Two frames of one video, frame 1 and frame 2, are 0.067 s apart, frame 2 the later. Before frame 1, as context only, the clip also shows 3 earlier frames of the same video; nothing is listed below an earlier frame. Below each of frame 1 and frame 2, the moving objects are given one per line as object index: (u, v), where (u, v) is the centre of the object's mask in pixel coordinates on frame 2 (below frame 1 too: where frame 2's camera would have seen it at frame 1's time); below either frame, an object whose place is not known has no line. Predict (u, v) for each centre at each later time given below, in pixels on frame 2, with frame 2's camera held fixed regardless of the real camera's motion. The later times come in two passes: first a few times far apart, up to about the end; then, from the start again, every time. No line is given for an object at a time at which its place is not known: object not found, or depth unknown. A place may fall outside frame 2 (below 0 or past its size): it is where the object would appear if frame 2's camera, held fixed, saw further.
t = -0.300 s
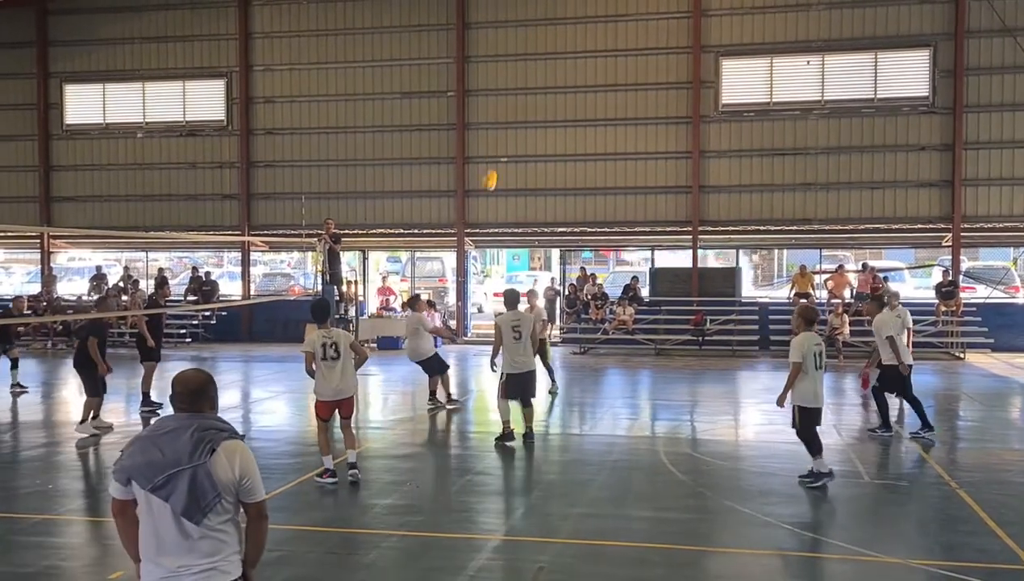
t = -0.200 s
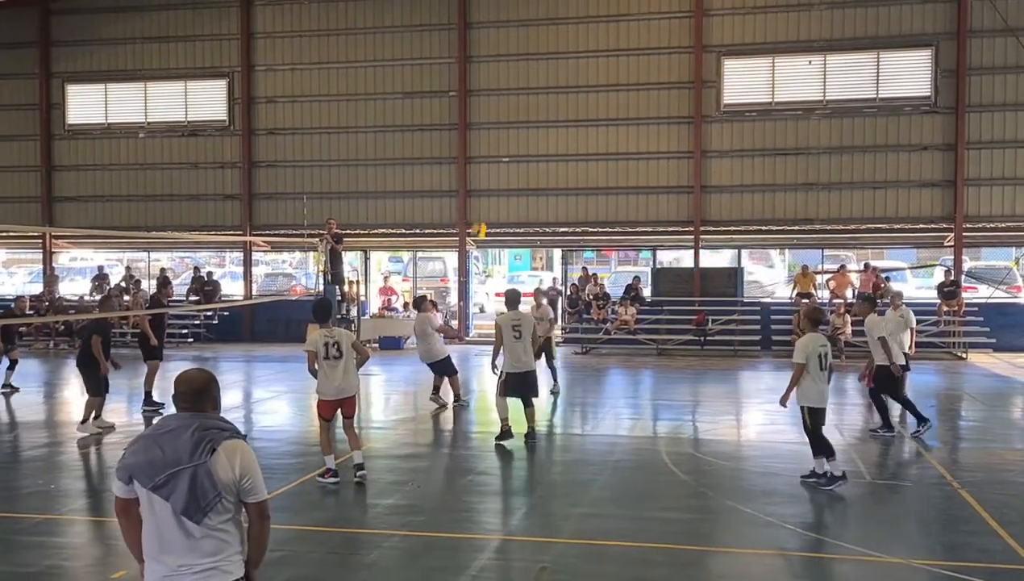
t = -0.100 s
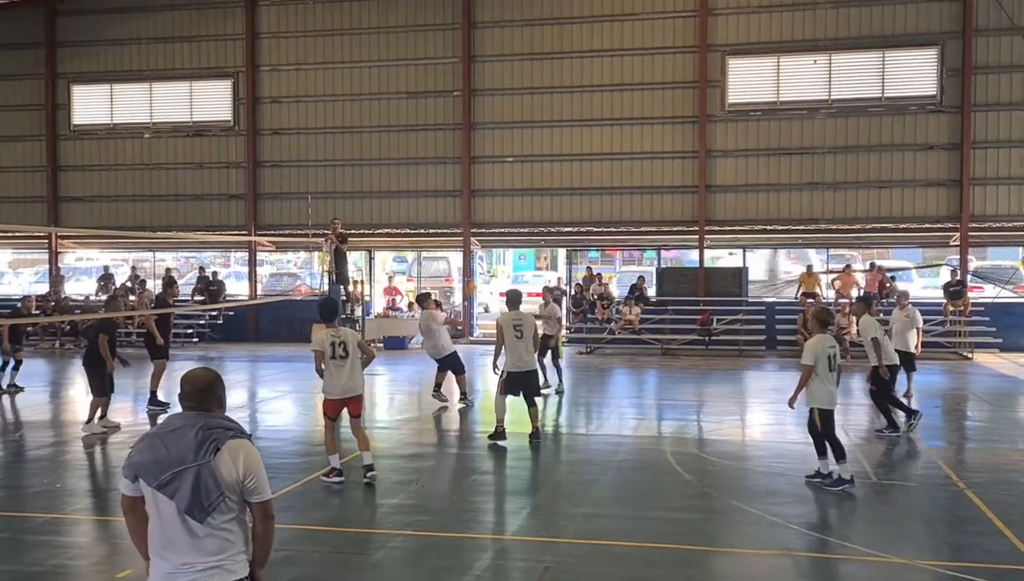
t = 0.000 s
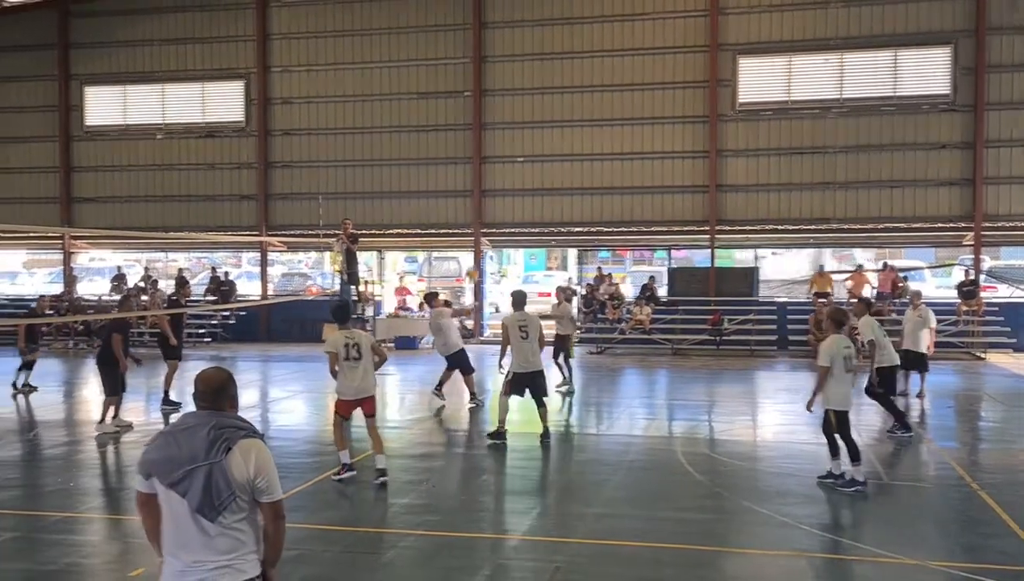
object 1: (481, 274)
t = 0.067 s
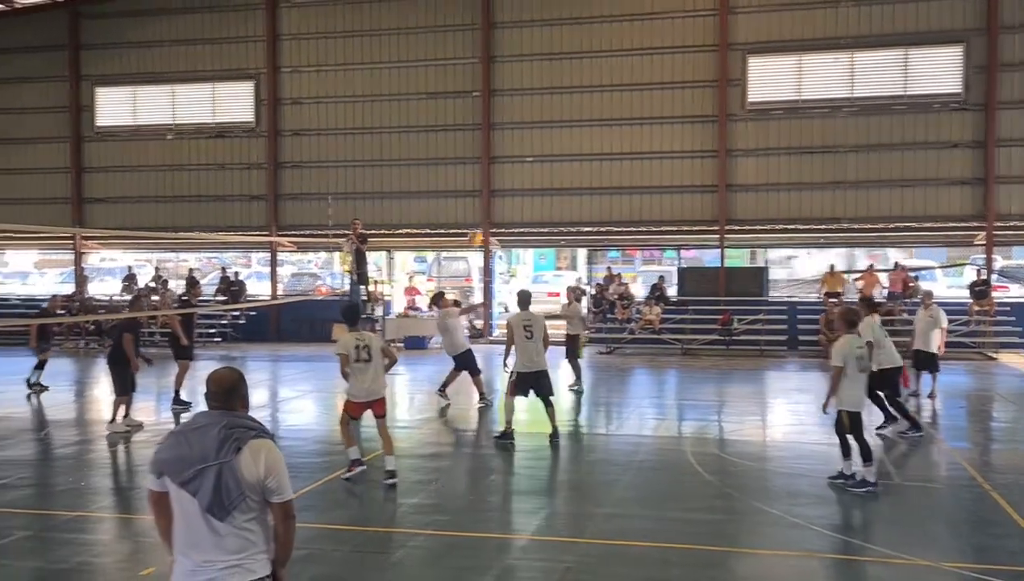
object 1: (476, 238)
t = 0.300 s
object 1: (453, 135)
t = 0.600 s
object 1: (424, 61)
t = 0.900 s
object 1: (395, 51)
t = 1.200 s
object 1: (368, 103)
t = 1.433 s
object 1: (349, 185)
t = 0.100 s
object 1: (471, 220)
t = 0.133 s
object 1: (468, 205)
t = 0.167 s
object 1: (465, 188)
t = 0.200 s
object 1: (462, 174)
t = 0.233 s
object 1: (458, 161)
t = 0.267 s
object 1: (457, 147)
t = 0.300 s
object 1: (453, 135)
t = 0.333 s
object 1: (449, 124)
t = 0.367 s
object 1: (446, 114)
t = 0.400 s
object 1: (443, 104)
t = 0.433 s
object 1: (439, 95)
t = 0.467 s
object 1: (436, 87)
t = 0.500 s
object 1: (433, 79)
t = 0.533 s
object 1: (430, 72)
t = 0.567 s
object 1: (427, 66)
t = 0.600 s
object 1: (424, 61)
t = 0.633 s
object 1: (420, 57)
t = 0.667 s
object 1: (417, 54)
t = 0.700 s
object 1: (413, 51)
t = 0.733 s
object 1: (410, 49)
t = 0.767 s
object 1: (407, 48)
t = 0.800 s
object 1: (404, 48)
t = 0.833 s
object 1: (401, 48)
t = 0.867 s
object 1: (398, 49)
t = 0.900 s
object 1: (395, 51)
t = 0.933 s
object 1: (392, 54)
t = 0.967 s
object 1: (389, 57)
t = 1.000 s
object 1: (386, 61)
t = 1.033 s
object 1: (382, 66)
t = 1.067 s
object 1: (379, 72)
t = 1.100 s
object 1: (376, 79)
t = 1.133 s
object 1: (374, 86)
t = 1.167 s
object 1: (371, 94)
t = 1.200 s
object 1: (368, 103)
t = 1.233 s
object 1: (365, 113)
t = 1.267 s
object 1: (362, 123)
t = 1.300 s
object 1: (359, 134)
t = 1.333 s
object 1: (357, 146)
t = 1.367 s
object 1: (354, 158)
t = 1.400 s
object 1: (352, 171)
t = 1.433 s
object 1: (349, 185)
